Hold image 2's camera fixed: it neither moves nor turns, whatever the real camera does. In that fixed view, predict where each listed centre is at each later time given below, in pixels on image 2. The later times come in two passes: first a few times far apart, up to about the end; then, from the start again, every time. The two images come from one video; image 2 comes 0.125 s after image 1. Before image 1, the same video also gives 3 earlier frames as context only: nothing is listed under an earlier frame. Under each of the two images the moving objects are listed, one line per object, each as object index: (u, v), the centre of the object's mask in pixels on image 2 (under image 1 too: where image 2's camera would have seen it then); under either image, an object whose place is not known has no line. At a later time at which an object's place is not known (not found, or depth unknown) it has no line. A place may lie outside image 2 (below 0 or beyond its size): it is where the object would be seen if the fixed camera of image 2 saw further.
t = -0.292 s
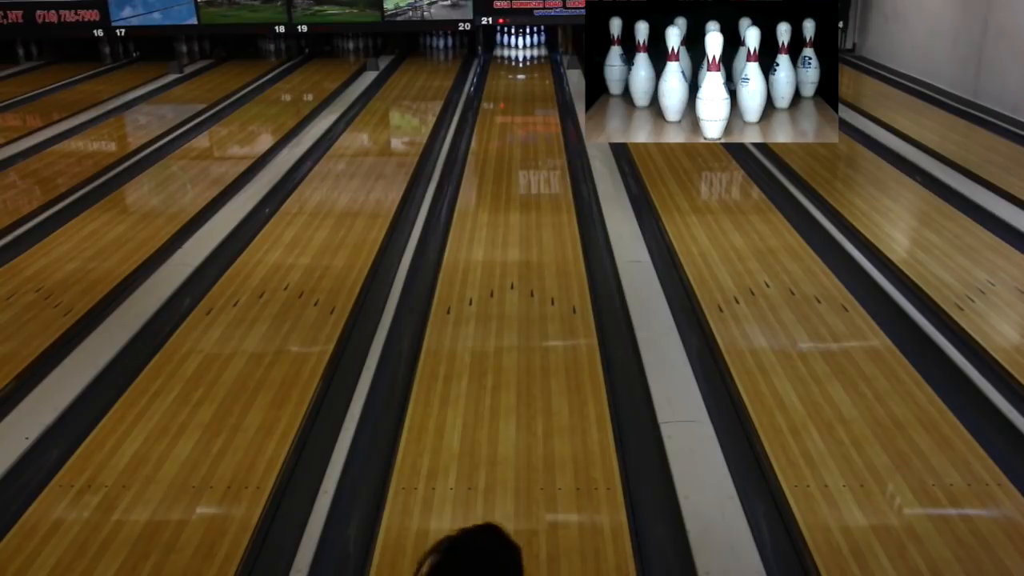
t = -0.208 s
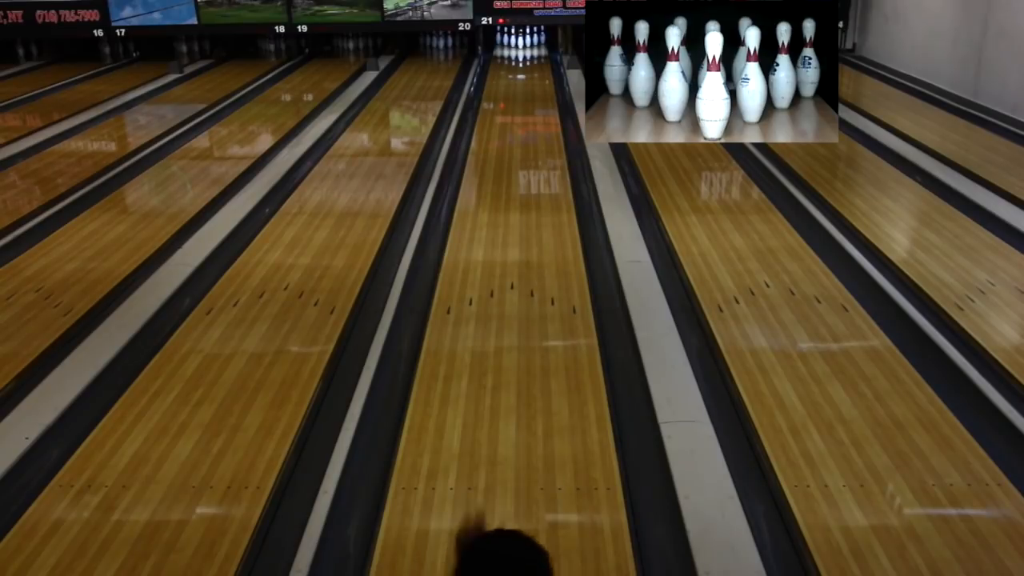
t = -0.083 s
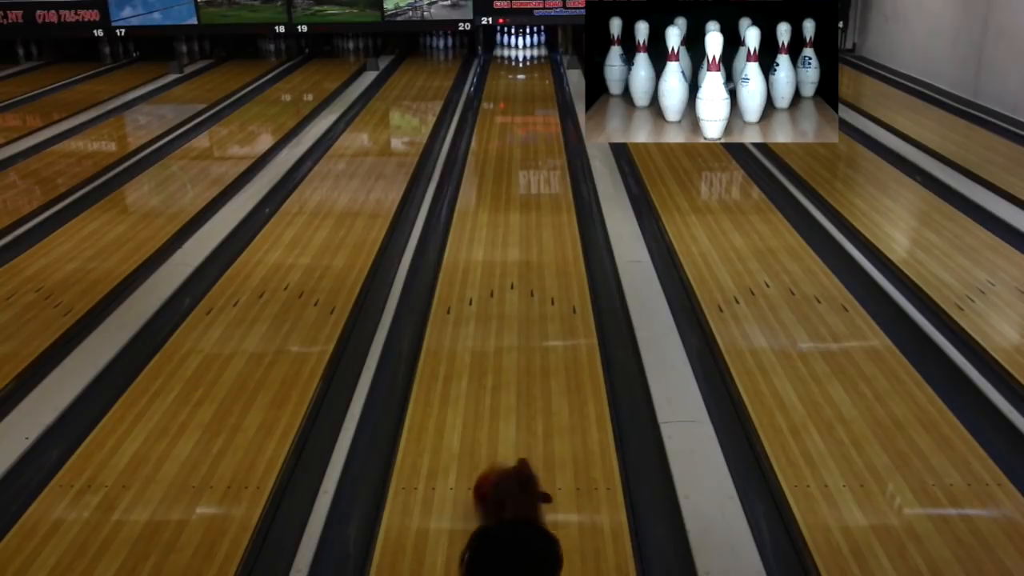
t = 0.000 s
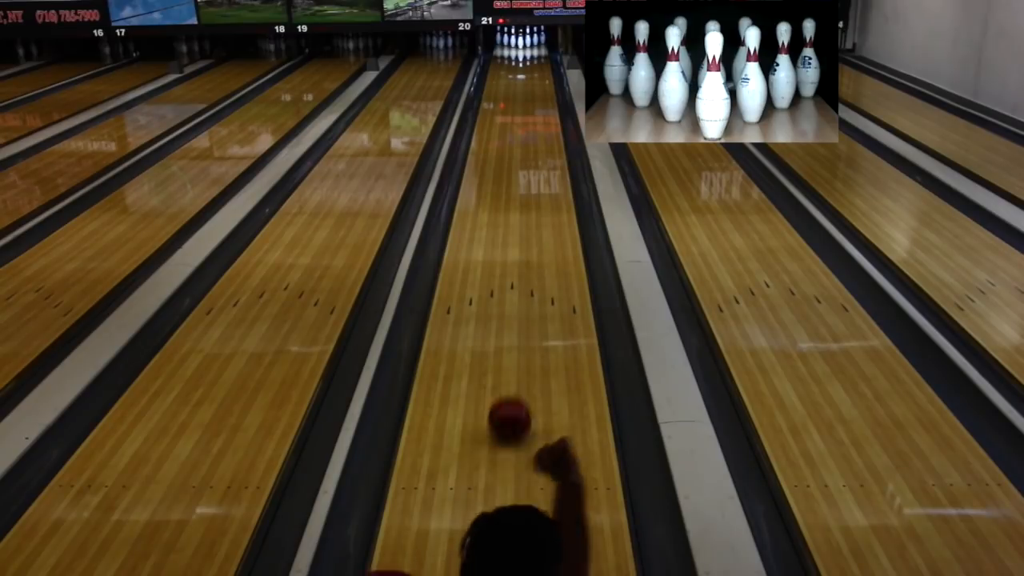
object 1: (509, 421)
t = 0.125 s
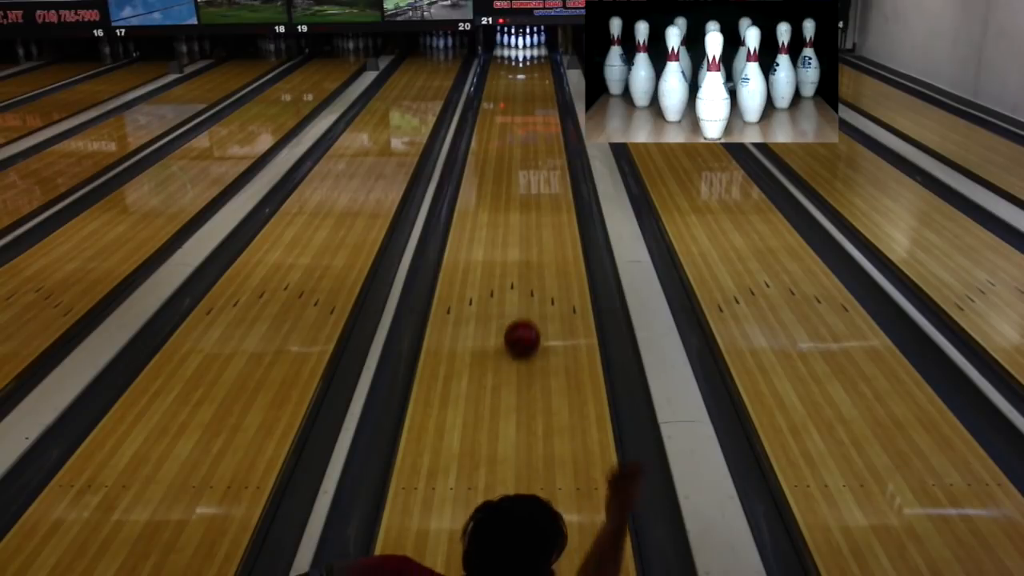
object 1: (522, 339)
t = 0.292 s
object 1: (533, 266)
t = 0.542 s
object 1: (543, 195)
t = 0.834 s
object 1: (548, 142)
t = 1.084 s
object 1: (549, 111)
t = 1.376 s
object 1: (546, 86)
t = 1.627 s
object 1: (540, 70)
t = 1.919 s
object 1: (529, 55)
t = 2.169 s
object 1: (521, 48)
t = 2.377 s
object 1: (519, 41)
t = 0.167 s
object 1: (525, 318)
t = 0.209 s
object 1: (528, 299)
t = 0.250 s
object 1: (530, 281)
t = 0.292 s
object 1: (533, 266)
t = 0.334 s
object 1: (535, 252)
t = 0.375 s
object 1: (537, 239)
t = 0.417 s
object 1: (538, 227)
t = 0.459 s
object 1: (540, 215)
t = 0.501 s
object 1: (541, 205)
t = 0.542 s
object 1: (543, 195)
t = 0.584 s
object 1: (544, 186)
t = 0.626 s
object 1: (545, 177)
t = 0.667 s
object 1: (545, 170)
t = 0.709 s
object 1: (546, 162)
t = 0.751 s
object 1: (547, 155)
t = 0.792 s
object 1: (548, 149)
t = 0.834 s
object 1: (548, 142)
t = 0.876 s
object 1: (549, 136)
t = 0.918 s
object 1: (549, 131)
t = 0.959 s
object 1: (549, 125)
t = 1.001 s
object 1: (549, 121)
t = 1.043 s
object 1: (549, 116)
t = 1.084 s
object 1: (549, 111)
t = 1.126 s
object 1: (548, 107)
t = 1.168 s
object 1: (548, 103)
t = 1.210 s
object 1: (548, 100)
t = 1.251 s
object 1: (547, 96)
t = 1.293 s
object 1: (547, 93)
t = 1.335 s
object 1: (546, 90)
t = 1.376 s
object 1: (546, 86)
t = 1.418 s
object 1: (545, 83)
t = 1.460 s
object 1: (544, 80)
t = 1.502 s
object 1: (543, 78)
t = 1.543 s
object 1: (542, 75)
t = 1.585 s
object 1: (541, 72)
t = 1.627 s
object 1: (540, 70)
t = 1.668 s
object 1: (538, 68)
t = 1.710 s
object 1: (537, 66)
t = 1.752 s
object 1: (536, 64)
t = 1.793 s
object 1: (534, 61)
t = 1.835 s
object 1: (532, 60)
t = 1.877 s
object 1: (530, 57)
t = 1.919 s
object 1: (529, 55)
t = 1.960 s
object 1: (528, 54)
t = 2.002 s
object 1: (526, 52)
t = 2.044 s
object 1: (525, 50)
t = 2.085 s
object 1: (524, 49)
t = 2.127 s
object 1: (522, 48)
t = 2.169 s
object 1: (521, 48)
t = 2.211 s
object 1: (520, 44)
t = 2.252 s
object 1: (519, 42)
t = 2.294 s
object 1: (519, 42)
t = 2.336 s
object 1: (519, 42)
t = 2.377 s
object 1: (519, 41)
